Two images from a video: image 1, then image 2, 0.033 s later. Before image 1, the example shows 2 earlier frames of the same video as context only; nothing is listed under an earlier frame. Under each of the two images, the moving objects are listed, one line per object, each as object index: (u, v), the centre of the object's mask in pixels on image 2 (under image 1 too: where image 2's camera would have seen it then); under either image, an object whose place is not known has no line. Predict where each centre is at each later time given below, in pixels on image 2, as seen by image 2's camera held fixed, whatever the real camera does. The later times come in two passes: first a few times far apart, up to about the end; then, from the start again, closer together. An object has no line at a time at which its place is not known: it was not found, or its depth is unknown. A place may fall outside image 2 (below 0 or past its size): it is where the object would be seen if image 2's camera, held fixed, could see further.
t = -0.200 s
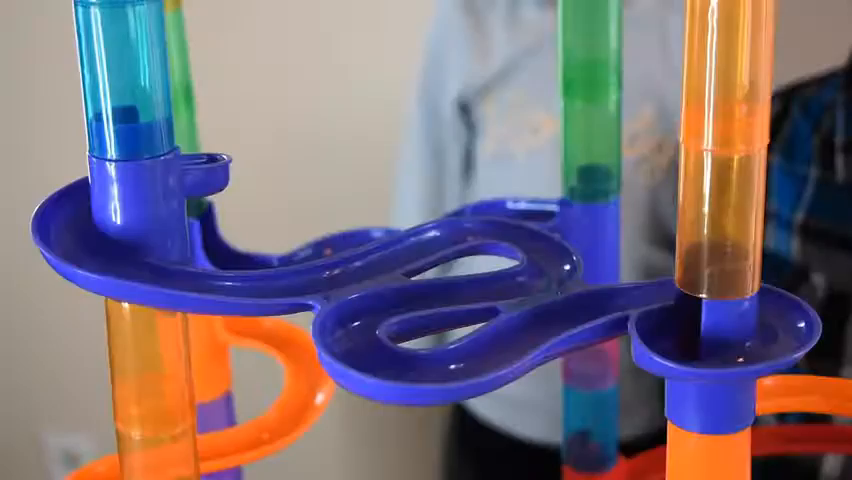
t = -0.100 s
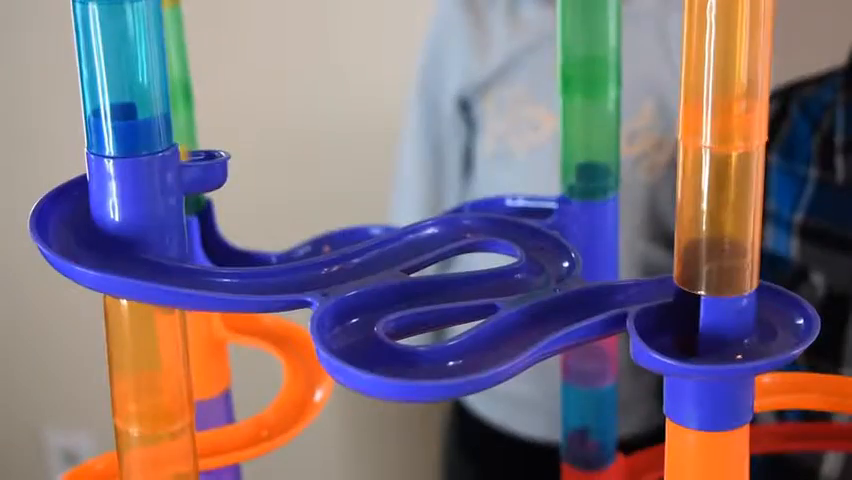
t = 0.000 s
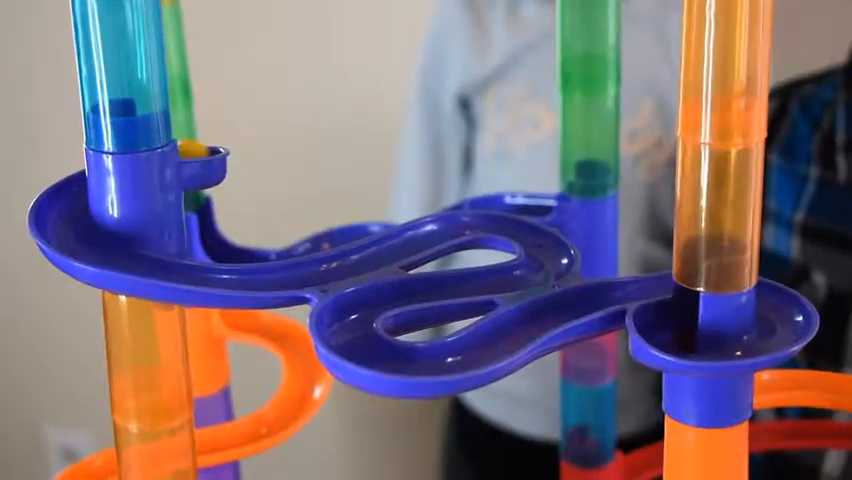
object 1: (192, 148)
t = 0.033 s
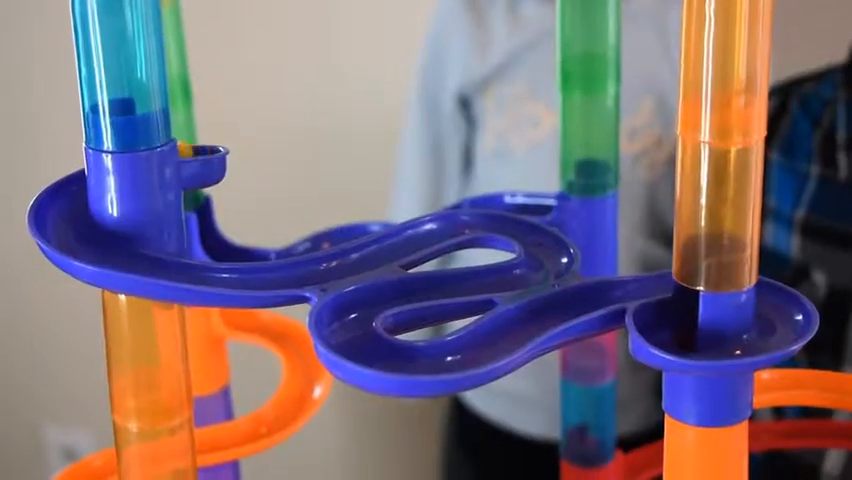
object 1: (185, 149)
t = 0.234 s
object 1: (62, 220)
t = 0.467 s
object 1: (327, 266)
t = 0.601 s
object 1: (481, 216)
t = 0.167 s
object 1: (76, 189)
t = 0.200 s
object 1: (66, 201)
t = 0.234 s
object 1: (62, 220)
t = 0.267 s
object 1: (68, 235)
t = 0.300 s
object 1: (91, 248)
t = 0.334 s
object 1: (129, 259)
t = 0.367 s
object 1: (177, 268)
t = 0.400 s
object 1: (229, 274)
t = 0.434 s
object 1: (279, 274)
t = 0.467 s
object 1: (327, 266)
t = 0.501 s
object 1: (368, 253)
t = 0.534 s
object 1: (406, 238)
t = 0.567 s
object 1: (441, 225)
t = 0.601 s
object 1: (481, 216)
